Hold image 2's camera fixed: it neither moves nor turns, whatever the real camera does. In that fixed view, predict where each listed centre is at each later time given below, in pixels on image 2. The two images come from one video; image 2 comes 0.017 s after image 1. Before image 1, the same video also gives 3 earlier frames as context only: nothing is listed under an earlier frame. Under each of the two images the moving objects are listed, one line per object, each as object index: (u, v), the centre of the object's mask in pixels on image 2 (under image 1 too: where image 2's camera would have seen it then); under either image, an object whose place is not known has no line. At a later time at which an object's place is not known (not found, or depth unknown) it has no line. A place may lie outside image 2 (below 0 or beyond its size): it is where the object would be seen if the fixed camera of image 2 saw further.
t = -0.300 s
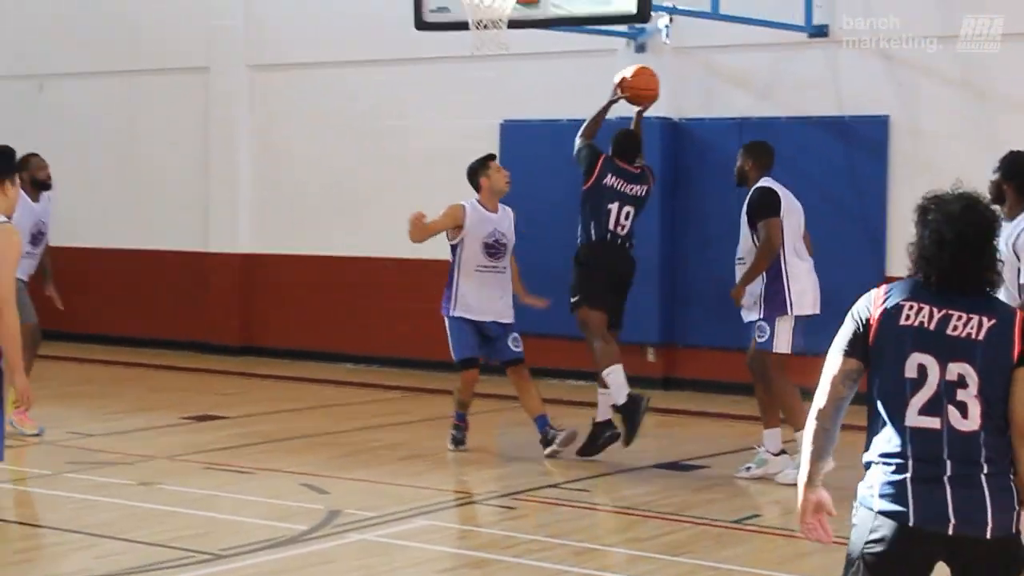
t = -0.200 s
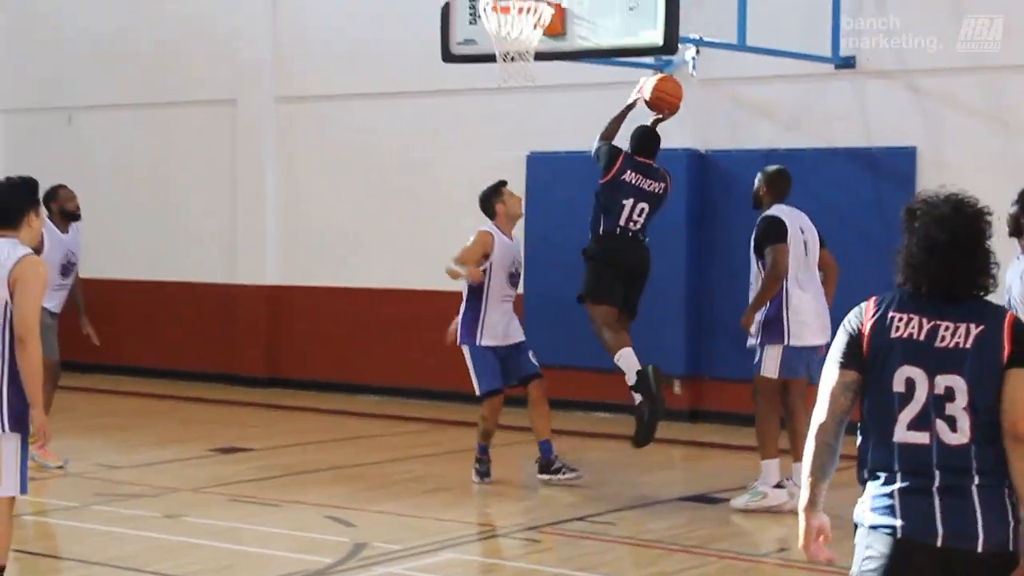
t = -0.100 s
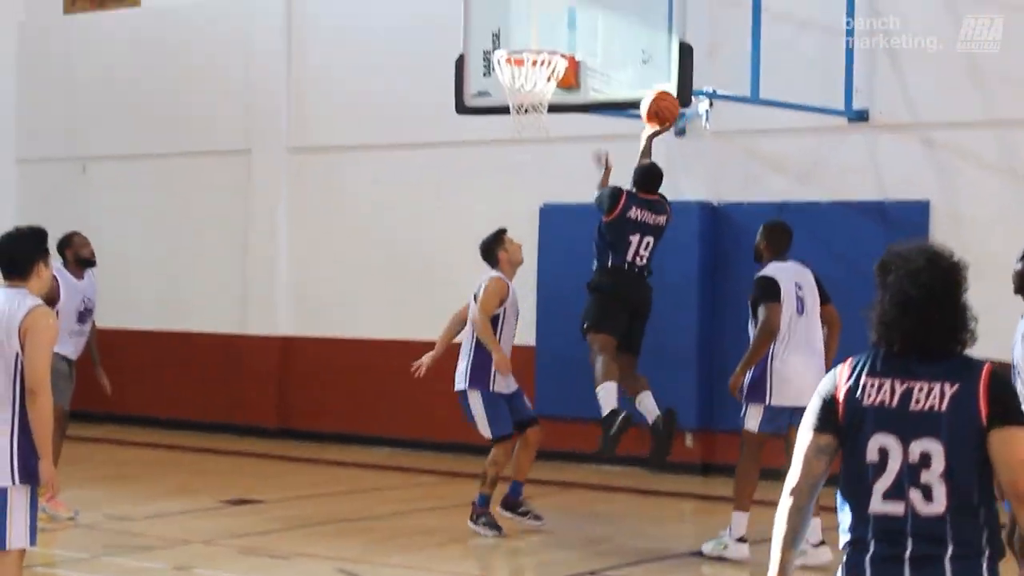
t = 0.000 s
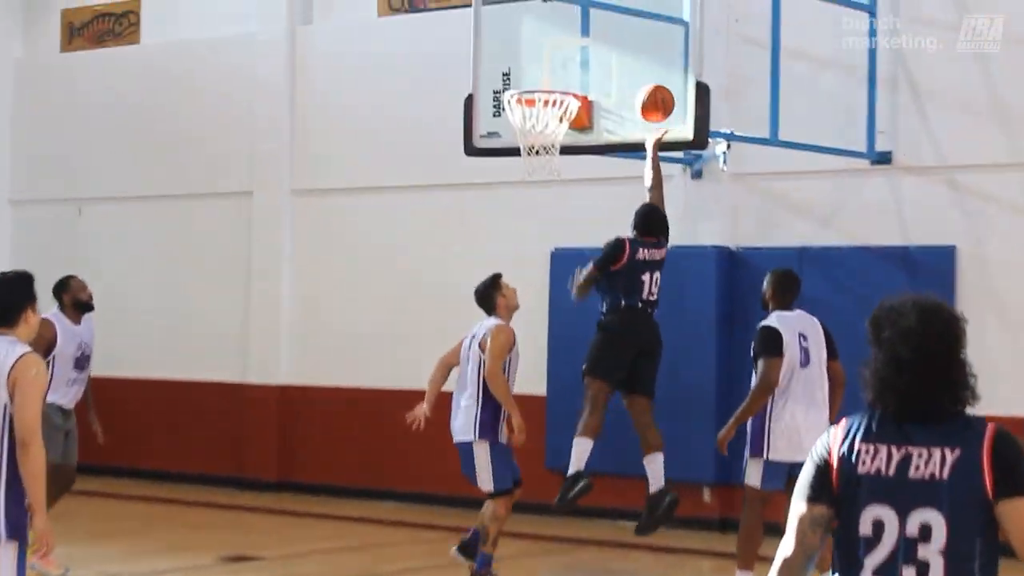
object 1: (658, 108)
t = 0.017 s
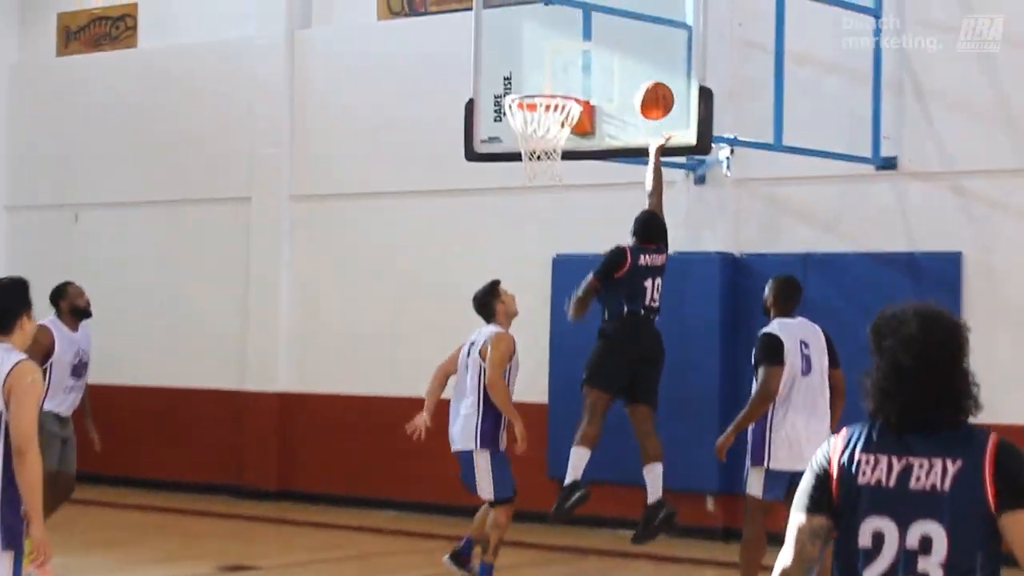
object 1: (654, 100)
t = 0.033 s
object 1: (650, 94)
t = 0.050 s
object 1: (647, 87)
